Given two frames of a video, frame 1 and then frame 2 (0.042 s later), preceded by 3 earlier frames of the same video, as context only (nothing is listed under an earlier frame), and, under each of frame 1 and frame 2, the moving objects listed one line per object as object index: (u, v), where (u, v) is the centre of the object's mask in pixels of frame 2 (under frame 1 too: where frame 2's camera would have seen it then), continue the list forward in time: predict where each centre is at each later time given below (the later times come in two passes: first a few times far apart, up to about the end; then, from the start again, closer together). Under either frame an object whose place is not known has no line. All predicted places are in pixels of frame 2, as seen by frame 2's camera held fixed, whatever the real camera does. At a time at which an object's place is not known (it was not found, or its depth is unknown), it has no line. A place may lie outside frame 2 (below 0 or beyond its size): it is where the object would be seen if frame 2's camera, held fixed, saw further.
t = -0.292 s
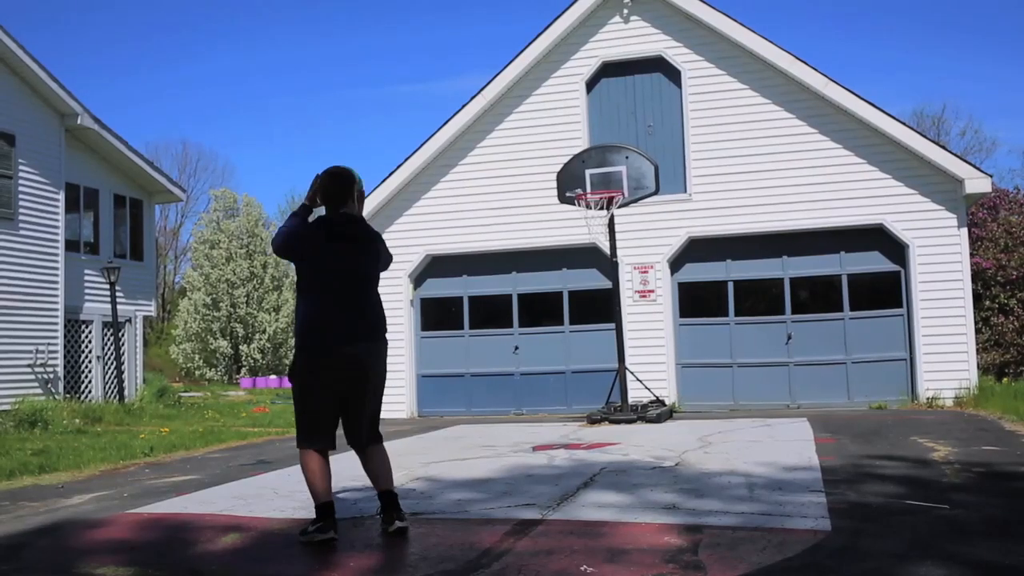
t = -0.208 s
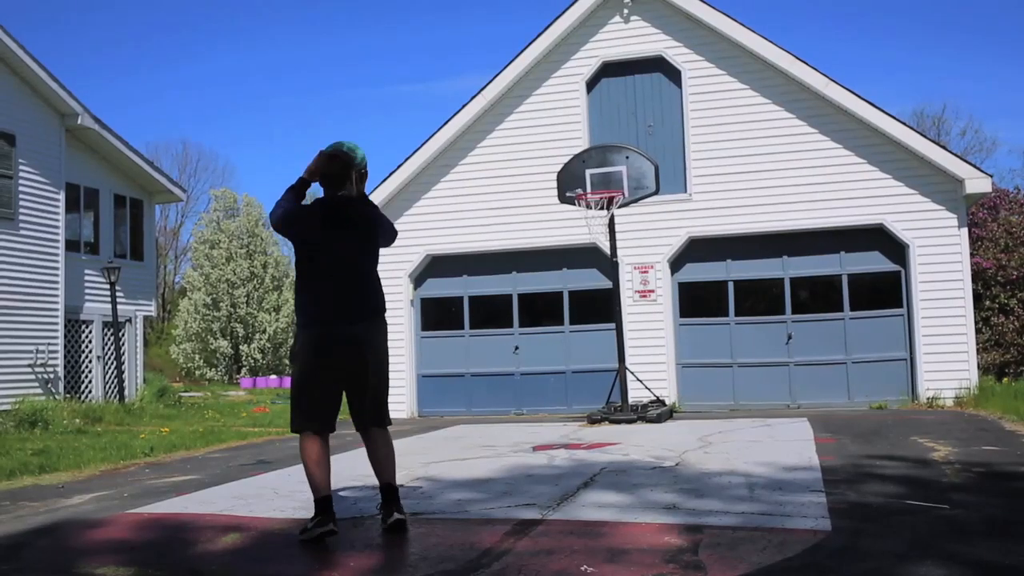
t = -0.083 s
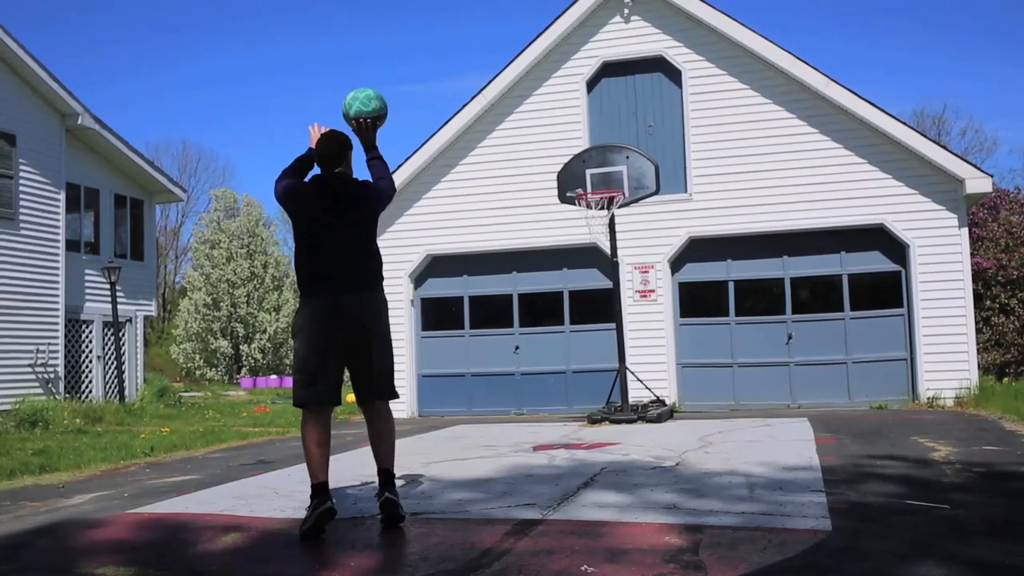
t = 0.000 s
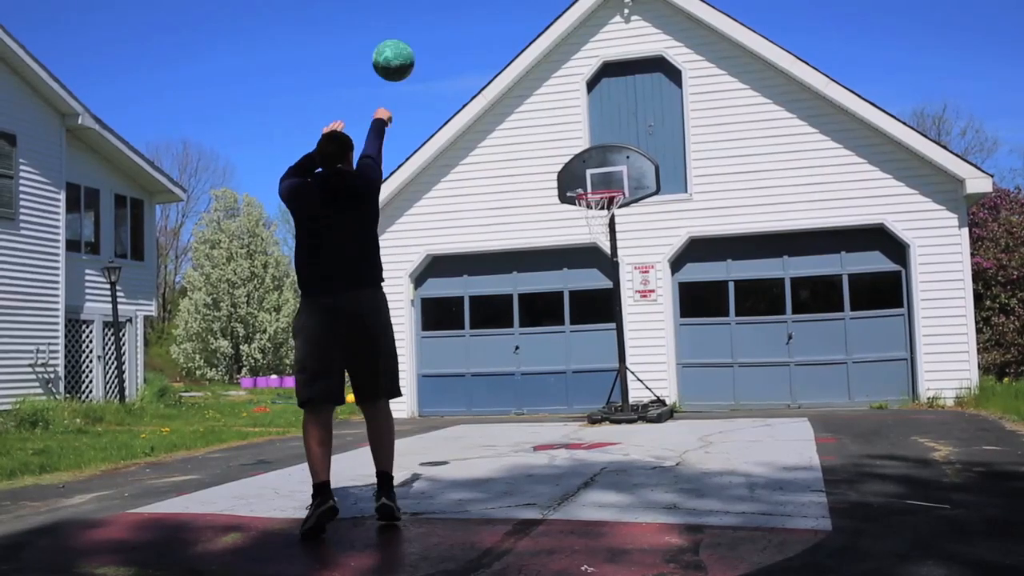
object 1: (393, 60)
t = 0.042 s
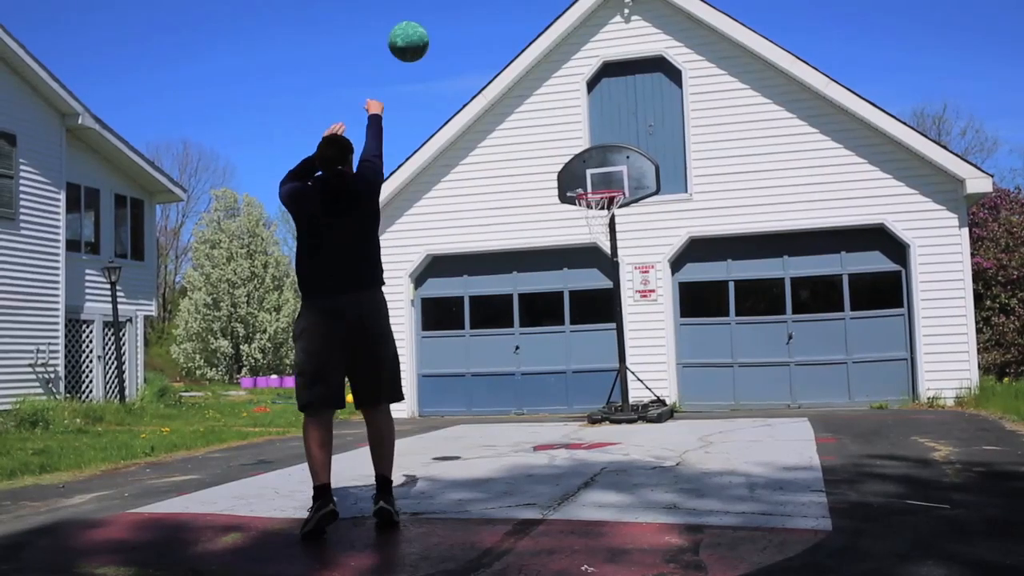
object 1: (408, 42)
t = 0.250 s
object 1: (471, 8)
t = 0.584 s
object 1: (544, 55)
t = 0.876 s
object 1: (591, 180)
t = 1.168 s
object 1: (606, 225)
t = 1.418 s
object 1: (606, 294)
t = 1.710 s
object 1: (607, 405)
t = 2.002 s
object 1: (592, 370)
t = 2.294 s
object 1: (566, 414)
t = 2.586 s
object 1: (523, 431)
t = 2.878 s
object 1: (469, 439)
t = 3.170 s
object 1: (409, 448)
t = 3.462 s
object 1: (347, 456)
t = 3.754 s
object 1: (297, 463)
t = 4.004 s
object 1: (257, 471)
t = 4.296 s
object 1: (217, 480)
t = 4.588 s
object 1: (171, 490)
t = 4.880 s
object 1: (113, 501)
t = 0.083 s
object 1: (422, 27)
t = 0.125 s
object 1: (436, 17)
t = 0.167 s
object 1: (448, 12)
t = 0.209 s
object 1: (460, 9)
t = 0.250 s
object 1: (471, 8)
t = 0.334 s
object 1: (492, 8)
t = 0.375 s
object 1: (502, 10)
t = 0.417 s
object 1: (511, 14)
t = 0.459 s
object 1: (520, 21)
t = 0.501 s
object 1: (528, 31)
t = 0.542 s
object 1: (536, 42)
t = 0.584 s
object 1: (544, 55)
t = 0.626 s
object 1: (551, 69)
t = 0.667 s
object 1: (559, 85)
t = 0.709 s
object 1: (566, 102)
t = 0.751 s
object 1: (573, 120)
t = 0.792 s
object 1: (579, 139)
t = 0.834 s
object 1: (586, 159)
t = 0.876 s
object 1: (591, 180)
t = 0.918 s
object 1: (596, 192)
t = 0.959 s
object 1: (600, 200)
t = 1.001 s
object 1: (605, 209)
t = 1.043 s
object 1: (605, 213)
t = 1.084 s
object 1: (605, 215)
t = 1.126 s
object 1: (605, 219)
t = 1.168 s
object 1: (606, 225)
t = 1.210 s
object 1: (605, 232)
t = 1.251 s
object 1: (605, 241)
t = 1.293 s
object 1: (605, 252)
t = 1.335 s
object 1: (606, 263)
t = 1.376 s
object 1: (606, 278)
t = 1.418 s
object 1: (606, 294)
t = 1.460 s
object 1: (607, 311)
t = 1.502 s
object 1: (607, 331)
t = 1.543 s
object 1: (608, 352)
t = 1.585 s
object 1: (608, 376)
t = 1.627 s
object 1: (609, 401)
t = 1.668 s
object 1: (608, 418)
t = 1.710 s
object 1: (607, 405)
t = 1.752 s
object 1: (604, 395)
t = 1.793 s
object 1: (602, 386)
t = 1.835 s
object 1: (600, 380)
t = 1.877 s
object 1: (598, 375)
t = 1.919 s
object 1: (596, 371)
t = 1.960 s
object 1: (594, 370)
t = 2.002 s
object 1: (592, 370)
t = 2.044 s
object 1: (590, 373)
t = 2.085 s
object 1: (588, 377)
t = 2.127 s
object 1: (587, 383)
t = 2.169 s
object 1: (584, 392)
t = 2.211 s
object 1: (579, 424)
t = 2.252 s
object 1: (573, 411)
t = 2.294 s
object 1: (566, 414)
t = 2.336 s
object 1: (560, 424)
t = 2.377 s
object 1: (554, 425)
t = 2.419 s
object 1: (548, 427)
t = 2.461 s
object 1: (543, 429)
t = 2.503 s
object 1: (536, 430)
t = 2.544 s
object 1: (530, 430)
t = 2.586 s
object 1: (523, 431)
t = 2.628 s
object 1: (516, 432)
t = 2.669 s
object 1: (508, 434)
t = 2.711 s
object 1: (501, 435)
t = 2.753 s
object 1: (494, 436)
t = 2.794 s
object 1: (486, 437)
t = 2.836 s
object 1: (478, 438)
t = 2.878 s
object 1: (469, 439)
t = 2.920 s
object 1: (461, 440)
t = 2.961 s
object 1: (453, 442)
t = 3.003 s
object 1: (444, 443)
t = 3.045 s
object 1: (435, 444)
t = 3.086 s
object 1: (426, 445)
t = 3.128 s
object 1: (418, 446)
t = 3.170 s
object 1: (409, 448)
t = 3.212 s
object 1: (400, 449)
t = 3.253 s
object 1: (391, 450)
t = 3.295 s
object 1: (382, 451)
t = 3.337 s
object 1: (373, 452)
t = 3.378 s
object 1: (364, 454)
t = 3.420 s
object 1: (355, 455)
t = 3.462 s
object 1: (347, 456)
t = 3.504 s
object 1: (339, 456)
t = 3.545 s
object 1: (332, 458)
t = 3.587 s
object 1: (325, 459)
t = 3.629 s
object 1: (318, 460)
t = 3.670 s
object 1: (311, 461)
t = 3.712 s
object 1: (304, 462)
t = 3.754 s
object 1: (297, 463)
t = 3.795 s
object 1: (290, 464)
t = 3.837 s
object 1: (283, 465)
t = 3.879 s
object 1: (276, 467)
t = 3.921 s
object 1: (269, 468)
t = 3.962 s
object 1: (263, 469)
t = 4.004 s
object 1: (257, 471)
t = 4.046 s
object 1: (251, 472)
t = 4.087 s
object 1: (246, 473)
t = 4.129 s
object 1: (240, 475)
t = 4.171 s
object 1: (234, 475)
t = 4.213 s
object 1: (228, 476)
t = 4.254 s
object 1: (223, 478)
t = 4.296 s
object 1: (217, 480)
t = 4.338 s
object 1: (210, 481)
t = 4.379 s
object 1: (204, 483)
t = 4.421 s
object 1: (197, 484)
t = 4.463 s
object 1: (190, 486)
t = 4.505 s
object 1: (184, 487)
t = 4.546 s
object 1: (177, 488)
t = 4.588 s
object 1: (171, 490)
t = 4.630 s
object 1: (163, 491)
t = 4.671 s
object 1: (156, 492)
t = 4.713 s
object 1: (148, 494)
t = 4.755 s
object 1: (140, 495)
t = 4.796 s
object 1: (132, 498)
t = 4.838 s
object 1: (123, 500)
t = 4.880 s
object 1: (113, 501)
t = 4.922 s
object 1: (103, 504)
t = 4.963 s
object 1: (94, 506)
